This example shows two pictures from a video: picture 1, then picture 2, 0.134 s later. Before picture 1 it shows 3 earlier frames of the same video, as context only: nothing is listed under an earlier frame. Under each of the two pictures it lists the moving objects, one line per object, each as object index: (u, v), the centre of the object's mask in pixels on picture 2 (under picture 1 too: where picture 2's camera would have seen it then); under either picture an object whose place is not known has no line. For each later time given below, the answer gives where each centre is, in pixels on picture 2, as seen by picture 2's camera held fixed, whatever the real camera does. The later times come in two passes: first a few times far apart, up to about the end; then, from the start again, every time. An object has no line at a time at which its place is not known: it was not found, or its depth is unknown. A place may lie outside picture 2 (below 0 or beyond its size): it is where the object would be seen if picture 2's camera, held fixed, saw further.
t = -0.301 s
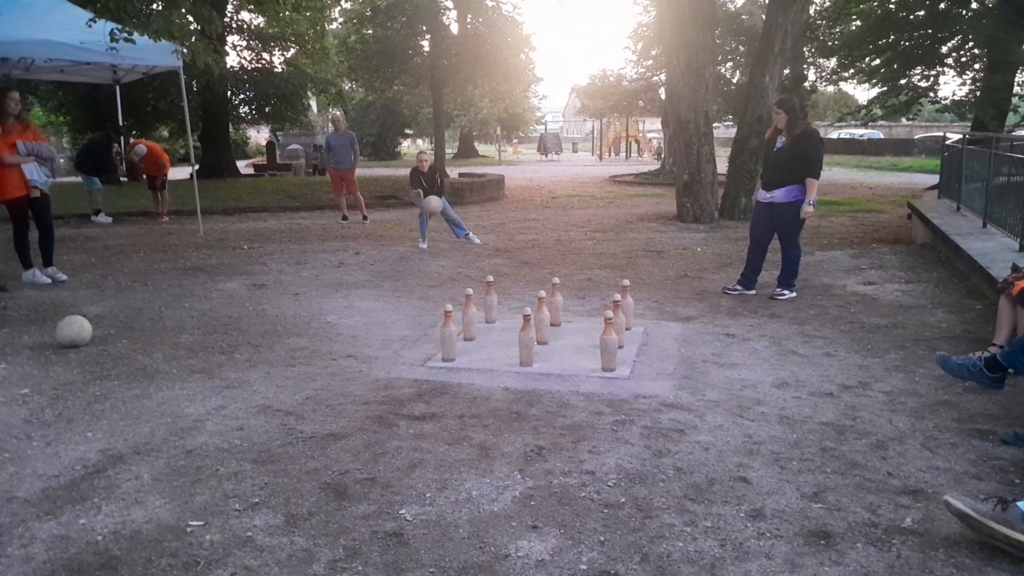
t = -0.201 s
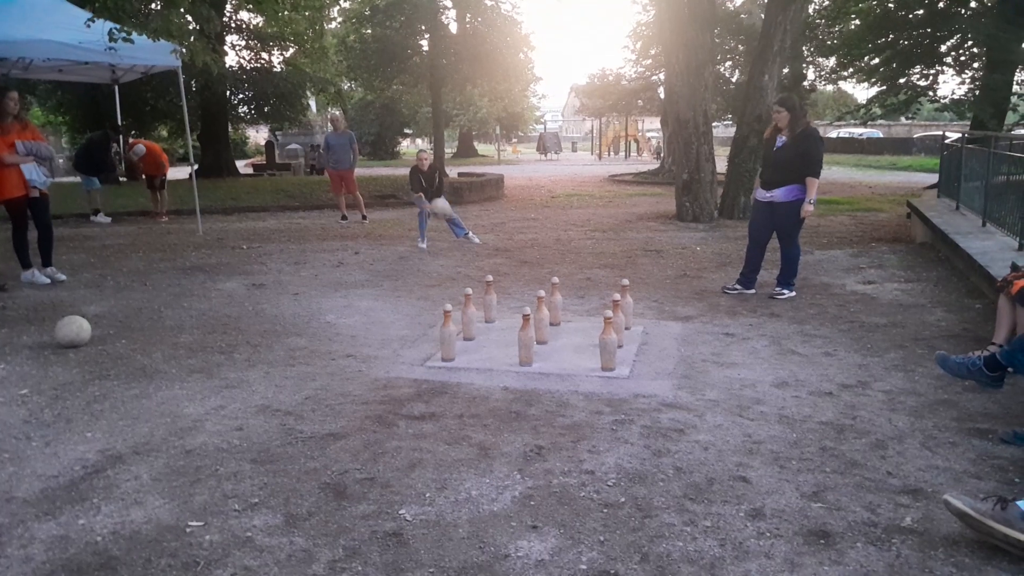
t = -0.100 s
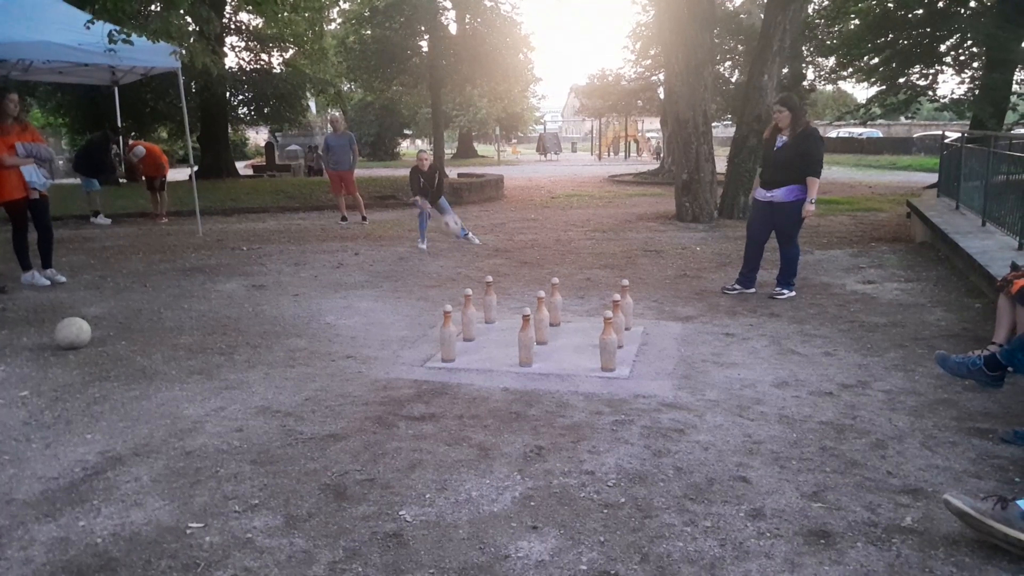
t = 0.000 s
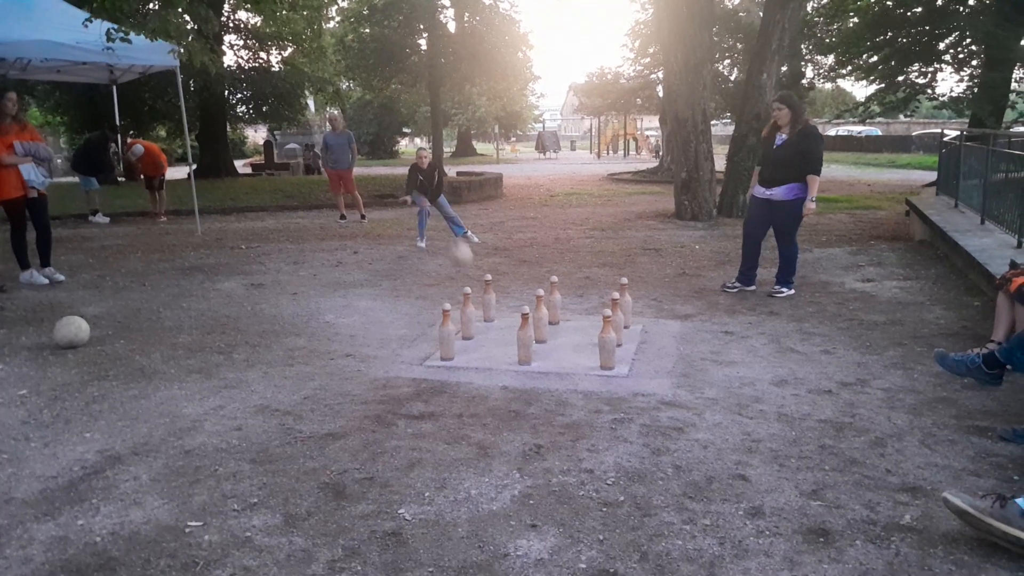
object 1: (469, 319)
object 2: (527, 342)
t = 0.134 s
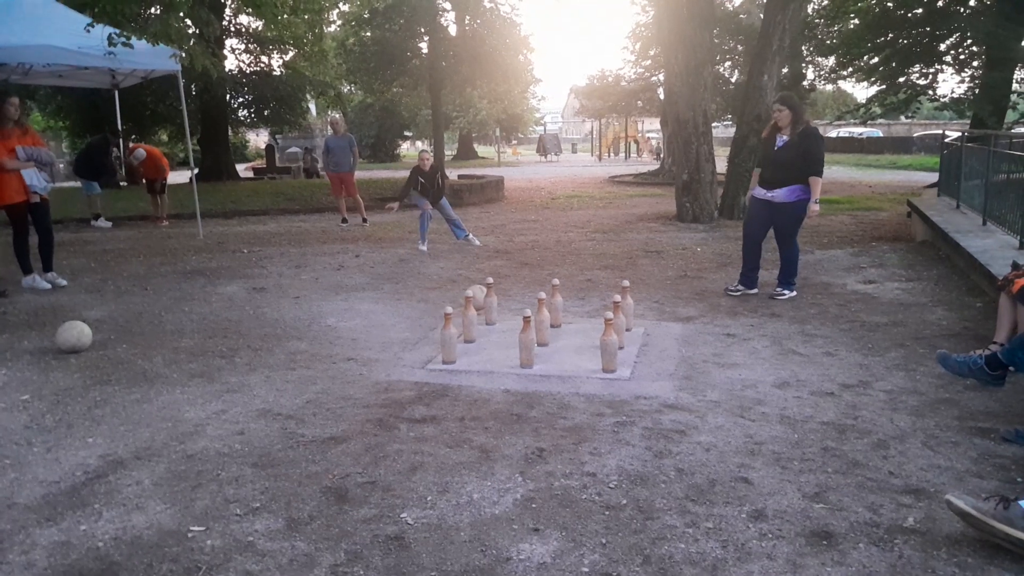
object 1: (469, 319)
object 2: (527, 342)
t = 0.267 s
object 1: (469, 319)
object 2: (527, 342)
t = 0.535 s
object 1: (468, 320)
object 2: (527, 342)
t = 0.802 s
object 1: (464, 334)
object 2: (527, 342)
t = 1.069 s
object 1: (463, 345)
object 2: (527, 341)
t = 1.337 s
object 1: (463, 347)
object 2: (527, 342)
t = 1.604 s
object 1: (462, 346)
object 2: (528, 343)
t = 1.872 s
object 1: (462, 346)
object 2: (529, 345)
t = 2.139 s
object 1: (461, 346)
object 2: (531, 350)
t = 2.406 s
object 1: (460, 346)
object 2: (538, 371)
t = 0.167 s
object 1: (469, 319)
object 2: (527, 342)
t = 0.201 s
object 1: (469, 319)
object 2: (527, 342)
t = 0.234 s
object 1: (469, 319)
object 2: (527, 342)
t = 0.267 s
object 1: (469, 319)
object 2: (527, 342)
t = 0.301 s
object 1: (469, 319)
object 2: (527, 342)
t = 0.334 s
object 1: (469, 319)
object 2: (527, 342)
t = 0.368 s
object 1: (469, 319)
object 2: (527, 342)
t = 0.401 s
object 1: (469, 319)
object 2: (527, 342)
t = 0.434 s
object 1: (469, 319)
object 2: (527, 342)
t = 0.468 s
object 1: (469, 319)
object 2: (527, 342)
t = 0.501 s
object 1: (469, 319)
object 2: (527, 342)
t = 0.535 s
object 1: (468, 320)
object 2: (527, 342)
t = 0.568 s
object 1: (466, 322)
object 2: (527, 342)
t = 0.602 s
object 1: (464, 324)
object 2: (527, 342)
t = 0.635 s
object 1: (463, 327)
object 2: (527, 341)
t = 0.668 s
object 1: (463, 331)
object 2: (527, 342)
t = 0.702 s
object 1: (465, 336)
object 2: (527, 342)
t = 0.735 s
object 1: (464, 334)
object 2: (527, 342)
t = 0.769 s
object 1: (464, 333)
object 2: (527, 342)
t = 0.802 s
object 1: (464, 334)
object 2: (527, 342)
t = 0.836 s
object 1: (464, 338)
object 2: (527, 342)
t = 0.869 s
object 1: (464, 343)
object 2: (527, 342)
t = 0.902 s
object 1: (465, 344)
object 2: (527, 342)
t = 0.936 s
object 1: (465, 344)
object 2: (527, 342)
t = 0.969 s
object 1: (462, 344)
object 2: (527, 342)
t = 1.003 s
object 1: (464, 345)
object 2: (527, 342)
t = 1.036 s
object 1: (463, 345)
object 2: (527, 342)
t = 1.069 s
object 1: (463, 345)
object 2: (527, 341)
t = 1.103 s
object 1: (463, 345)
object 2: (527, 341)
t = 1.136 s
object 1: (464, 345)
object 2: (527, 342)
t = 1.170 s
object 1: (465, 346)
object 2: (527, 341)
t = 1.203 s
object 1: (463, 346)
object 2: (527, 342)
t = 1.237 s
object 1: (463, 346)
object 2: (527, 341)
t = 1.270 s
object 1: (463, 346)
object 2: (527, 342)
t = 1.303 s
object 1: (463, 347)
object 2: (527, 342)
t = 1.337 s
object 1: (463, 347)
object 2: (527, 342)
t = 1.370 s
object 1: (463, 346)
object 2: (527, 341)
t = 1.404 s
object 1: (462, 346)
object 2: (527, 341)
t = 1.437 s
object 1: (462, 346)
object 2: (527, 341)
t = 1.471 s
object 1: (462, 346)
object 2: (527, 341)
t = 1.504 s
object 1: (462, 346)
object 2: (527, 341)
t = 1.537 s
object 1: (462, 346)
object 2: (527, 342)
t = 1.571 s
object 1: (462, 346)
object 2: (528, 342)
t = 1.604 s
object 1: (462, 346)
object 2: (528, 343)
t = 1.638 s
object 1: (462, 346)
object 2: (528, 343)
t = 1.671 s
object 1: (462, 346)
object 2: (528, 343)
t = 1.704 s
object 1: (462, 346)
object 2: (529, 343)
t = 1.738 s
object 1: (462, 346)
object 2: (529, 344)
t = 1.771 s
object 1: (462, 346)
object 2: (529, 344)
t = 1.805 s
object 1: (462, 346)
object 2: (529, 344)
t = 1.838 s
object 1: (462, 346)
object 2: (529, 345)
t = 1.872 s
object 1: (462, 346)
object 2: (529, 345)
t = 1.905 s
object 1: (462, 346)
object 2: (530, 345)
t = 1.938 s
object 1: (462, 346)
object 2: (530, 346)
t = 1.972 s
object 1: (461, 346)
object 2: (530, 346)
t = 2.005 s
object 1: (461, 346)
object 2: (530, 347)
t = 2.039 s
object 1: (461, 346)
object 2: (530, 347)
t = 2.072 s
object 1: (461, 346)
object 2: (531, 348)
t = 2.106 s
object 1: (461, 346)
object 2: (531, 349)
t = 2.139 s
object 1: (461, 346)
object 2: (531, 350)
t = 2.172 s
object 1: (461, 346)
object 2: (527, 350)
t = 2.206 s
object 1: (461, 346)
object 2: (533, 353)
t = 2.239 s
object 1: (461, 346)
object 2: (533, 356)
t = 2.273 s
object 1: (460, 346)
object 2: (534, 362)
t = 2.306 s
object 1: (460, 346)
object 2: (537, 369)
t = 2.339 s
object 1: (461, 346)
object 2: (539, 369)
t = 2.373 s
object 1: (460, 346)
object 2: (538, 370)
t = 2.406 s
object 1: (460, 346)
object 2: (538, 371)
